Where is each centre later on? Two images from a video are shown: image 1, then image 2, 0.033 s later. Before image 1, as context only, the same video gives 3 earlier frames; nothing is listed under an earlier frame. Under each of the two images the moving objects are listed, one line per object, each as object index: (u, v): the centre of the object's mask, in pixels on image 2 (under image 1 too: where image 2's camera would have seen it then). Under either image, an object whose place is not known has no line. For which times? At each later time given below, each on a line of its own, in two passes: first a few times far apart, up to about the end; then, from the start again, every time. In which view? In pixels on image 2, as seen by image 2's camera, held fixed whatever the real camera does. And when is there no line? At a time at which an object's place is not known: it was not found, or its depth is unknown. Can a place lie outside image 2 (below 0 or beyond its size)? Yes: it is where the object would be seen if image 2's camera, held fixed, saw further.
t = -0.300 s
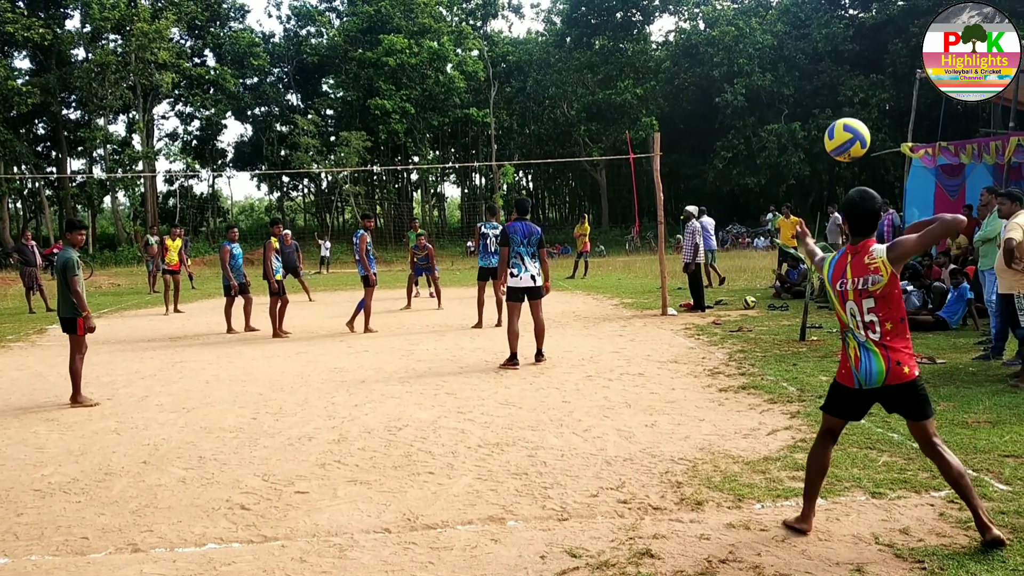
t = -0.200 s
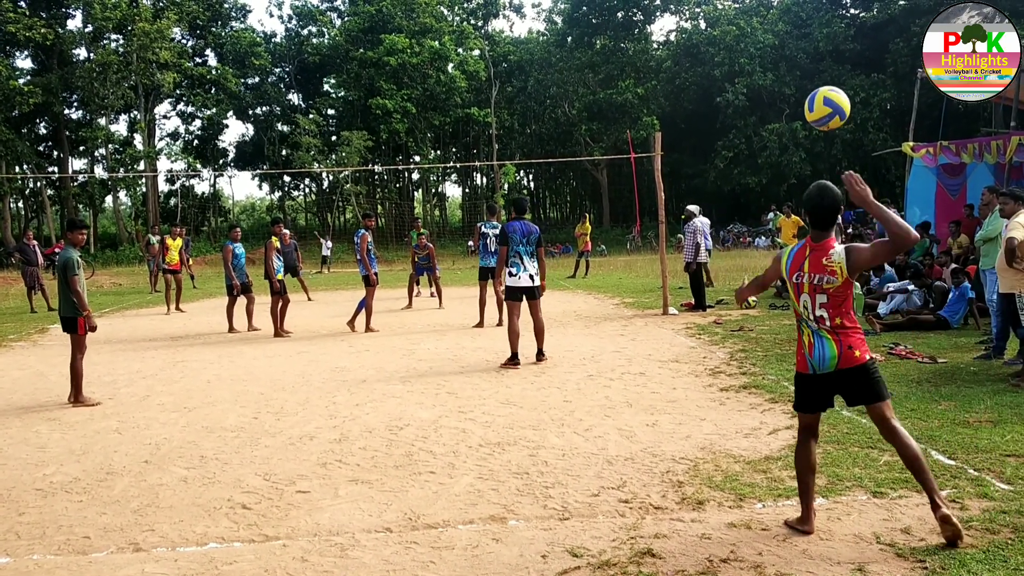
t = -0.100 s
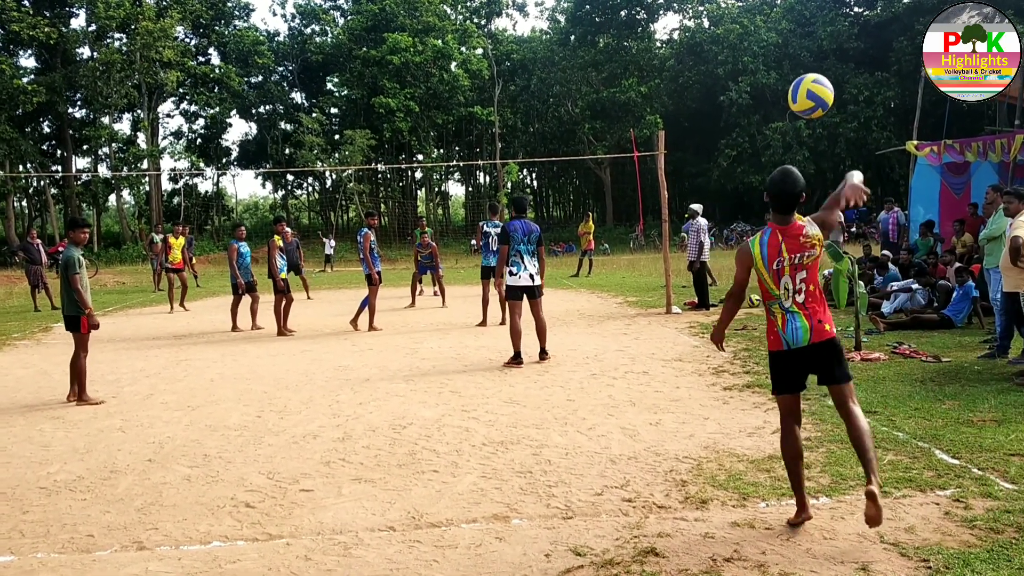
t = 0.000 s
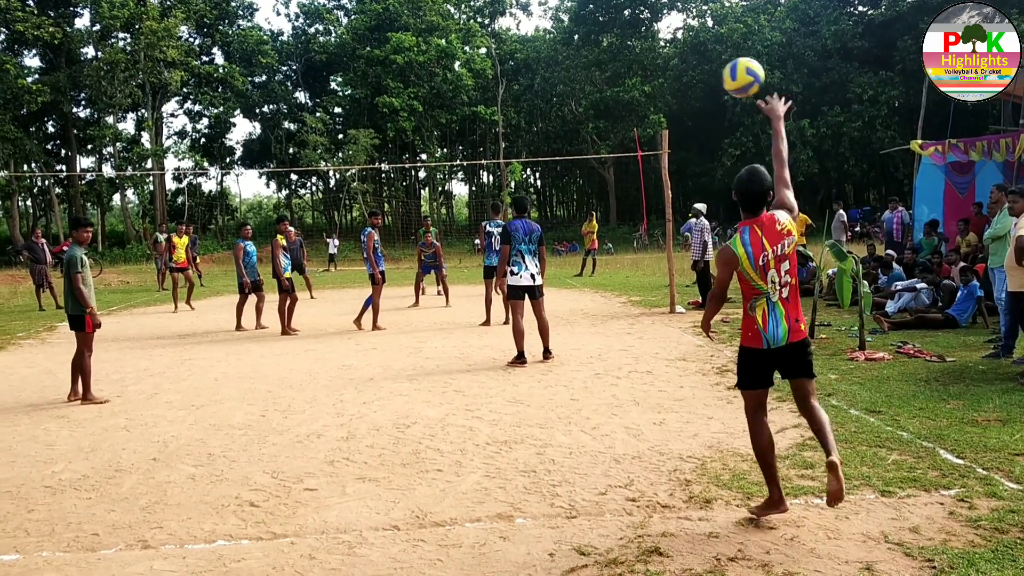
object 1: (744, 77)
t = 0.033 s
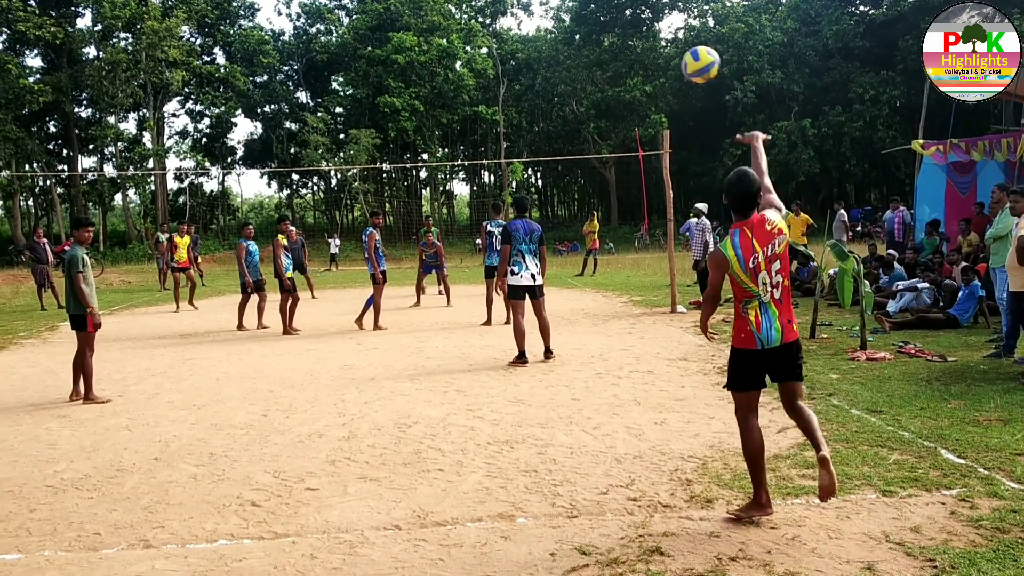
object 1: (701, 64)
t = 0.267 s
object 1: (521, 48)
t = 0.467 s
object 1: (443, 79)
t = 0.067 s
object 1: (664, 55)
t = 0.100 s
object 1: (632, 49)
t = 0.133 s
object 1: (604, 45)
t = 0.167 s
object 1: (579, 44)
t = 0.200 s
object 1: (558, 44)
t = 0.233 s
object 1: (538, 46)
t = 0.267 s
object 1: (521, 48)
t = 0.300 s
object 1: (504, 51)
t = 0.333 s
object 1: (490, 54)
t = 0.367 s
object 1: (476, 60)
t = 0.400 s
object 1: (464, 65)
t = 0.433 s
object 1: (453, 71)
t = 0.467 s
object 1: (443, 79)
